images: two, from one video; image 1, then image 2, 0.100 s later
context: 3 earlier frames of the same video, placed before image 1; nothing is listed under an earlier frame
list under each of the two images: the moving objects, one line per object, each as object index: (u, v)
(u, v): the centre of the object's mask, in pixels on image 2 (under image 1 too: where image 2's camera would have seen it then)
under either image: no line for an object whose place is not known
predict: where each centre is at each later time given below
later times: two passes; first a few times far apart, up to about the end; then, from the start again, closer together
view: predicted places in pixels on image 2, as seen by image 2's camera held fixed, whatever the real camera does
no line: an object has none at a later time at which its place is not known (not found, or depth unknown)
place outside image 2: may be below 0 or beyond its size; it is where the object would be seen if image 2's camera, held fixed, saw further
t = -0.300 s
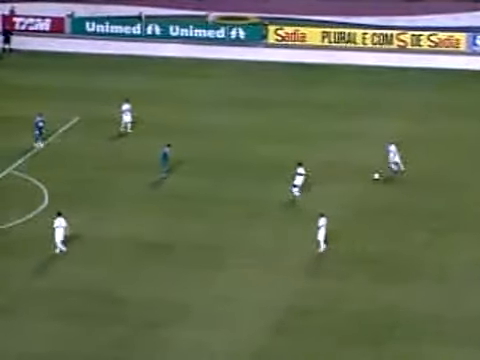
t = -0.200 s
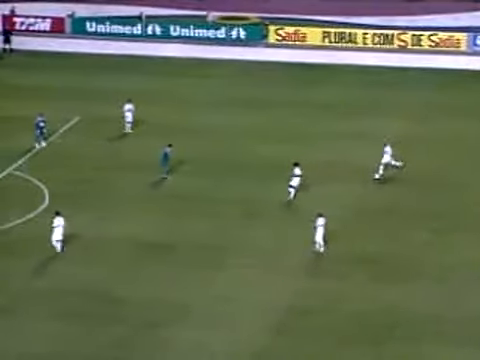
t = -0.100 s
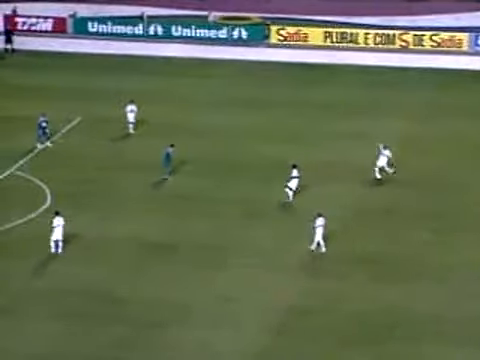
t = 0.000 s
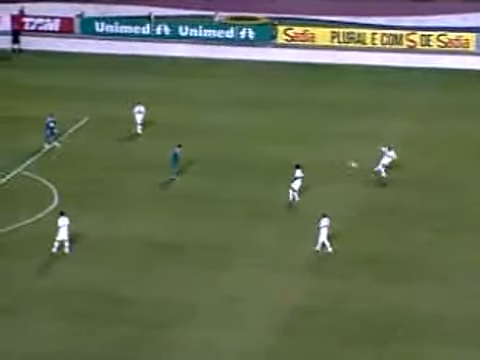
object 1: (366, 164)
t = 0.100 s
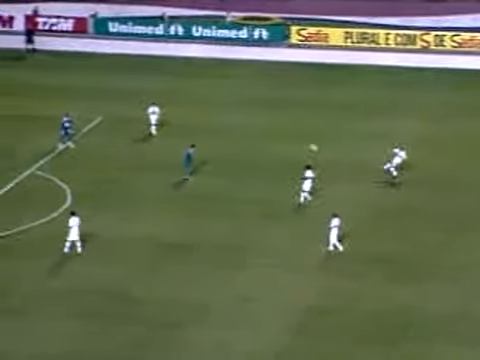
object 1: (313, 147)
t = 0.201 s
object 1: (260, 132)
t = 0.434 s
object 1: (141, 108)
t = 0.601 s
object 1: (56, 97)
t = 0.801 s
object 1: (-43, 95)
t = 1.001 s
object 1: (-139, 104)
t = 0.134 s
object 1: (294, 140)
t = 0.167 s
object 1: (278, 136)
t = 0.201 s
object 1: (260, 132)
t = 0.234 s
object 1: (243, 128)
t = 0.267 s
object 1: (226, 123)
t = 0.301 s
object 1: (209, 120)
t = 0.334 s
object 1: (192, 116)
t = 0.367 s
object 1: (175, 112)
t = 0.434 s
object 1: (141, 108)
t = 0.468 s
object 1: (124, 104)
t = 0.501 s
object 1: (107, 102)
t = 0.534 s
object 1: (90, 101)
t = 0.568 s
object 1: (73, 99)
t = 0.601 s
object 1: (56, 97)
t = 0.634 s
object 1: (39, 97)
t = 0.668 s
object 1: (23, 96)
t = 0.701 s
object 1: (6, 96)
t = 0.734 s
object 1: (-10, 95)
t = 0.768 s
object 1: (-27, 94)
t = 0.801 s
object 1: (-43, 95)
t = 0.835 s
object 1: (-59, 96)
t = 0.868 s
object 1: (-75, 97)
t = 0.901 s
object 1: (-92, 98)
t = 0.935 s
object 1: (-107, 100)
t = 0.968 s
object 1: (-123, 102)
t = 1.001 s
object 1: (-139, 104)
